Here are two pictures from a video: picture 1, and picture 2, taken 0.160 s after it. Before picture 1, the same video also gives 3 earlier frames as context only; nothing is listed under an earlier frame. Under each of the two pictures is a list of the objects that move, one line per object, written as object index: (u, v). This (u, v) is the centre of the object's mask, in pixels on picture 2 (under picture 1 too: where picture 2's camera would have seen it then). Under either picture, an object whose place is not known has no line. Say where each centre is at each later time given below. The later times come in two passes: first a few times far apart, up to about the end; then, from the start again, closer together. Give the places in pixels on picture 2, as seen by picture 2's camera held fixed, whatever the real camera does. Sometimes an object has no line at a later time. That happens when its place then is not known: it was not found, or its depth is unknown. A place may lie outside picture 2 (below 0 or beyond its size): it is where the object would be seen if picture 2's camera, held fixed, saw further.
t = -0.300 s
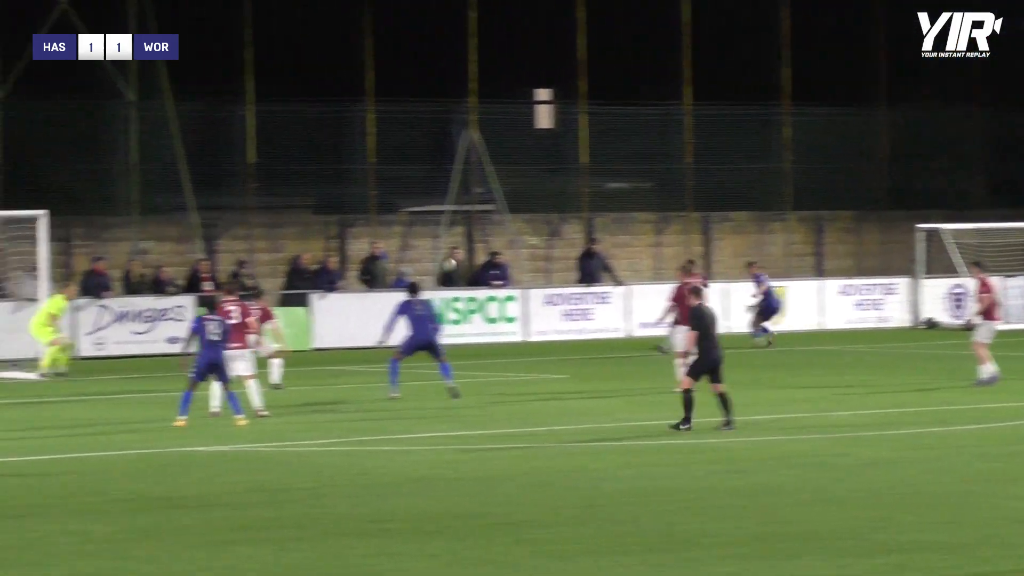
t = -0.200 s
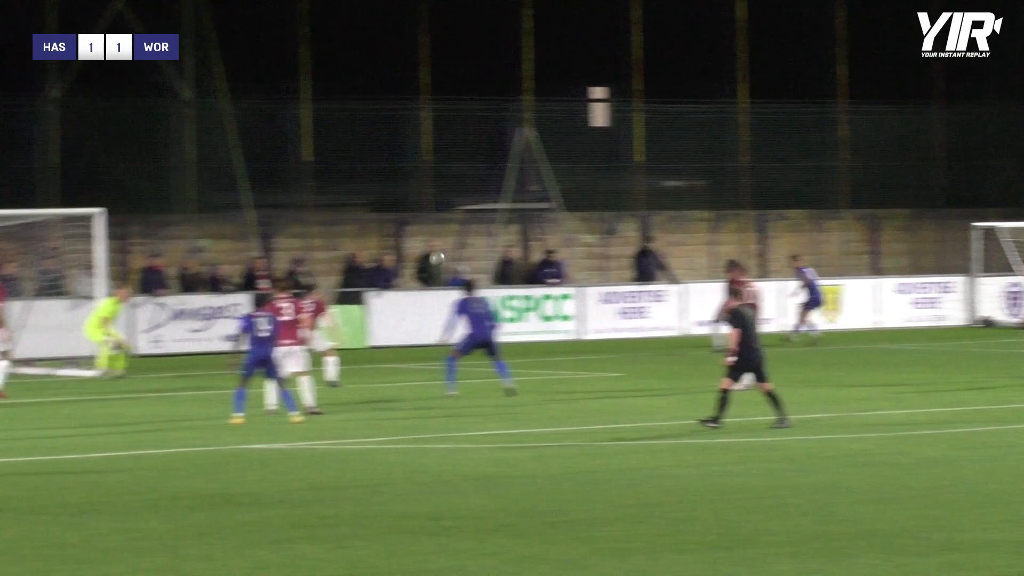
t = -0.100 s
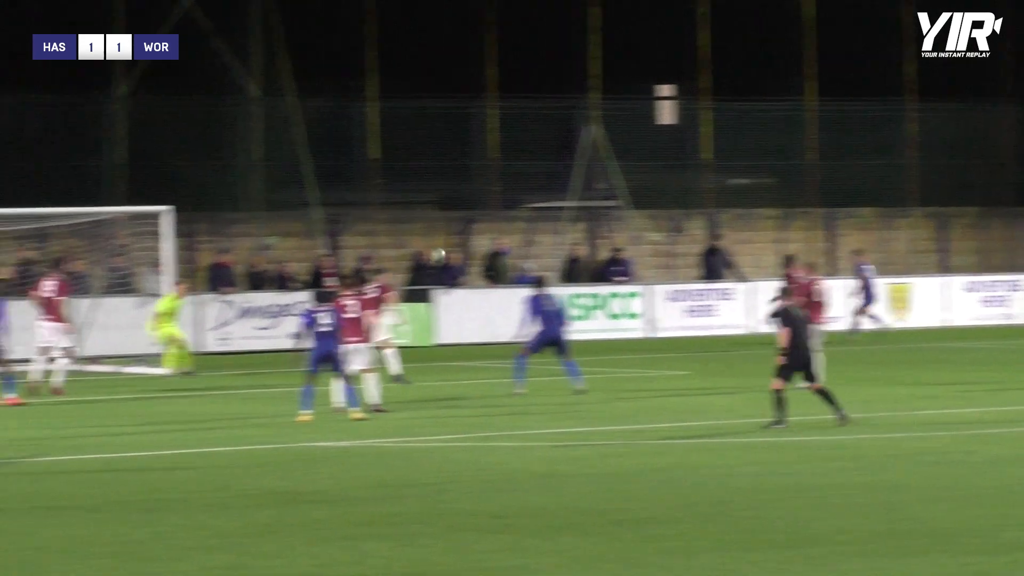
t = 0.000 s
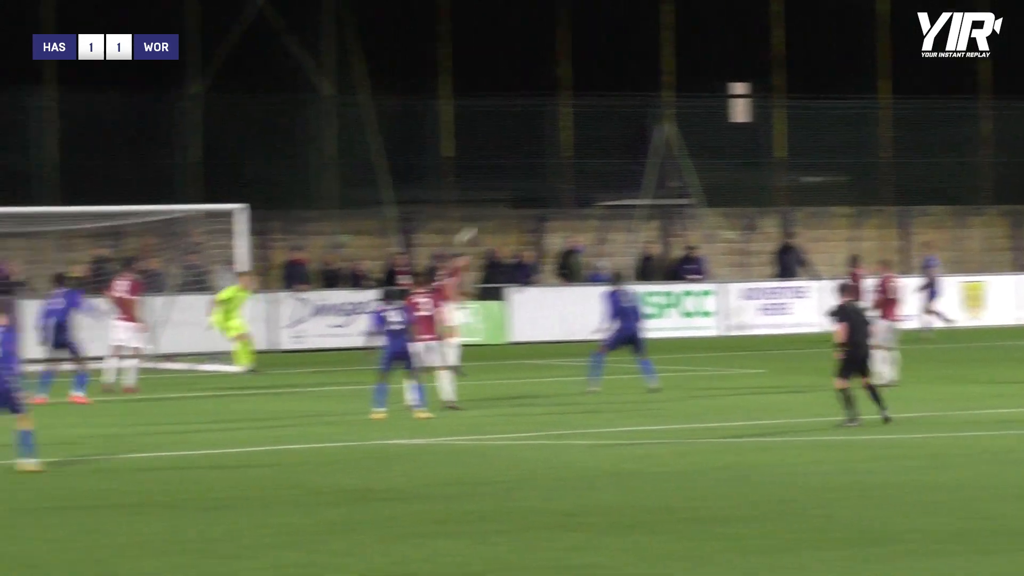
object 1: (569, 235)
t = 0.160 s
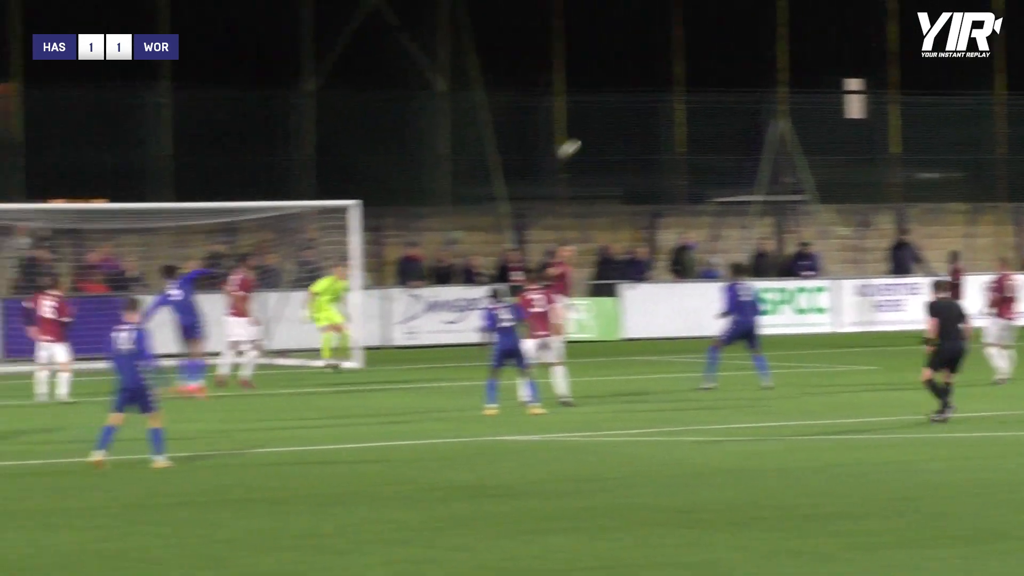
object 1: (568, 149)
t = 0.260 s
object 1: (568, 102)
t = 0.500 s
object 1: (552, 27)
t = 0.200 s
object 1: (569, 129)
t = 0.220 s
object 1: (568, 120)
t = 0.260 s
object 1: (568, 102)
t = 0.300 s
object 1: (567, 86)
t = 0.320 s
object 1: (566, 78)
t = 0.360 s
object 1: (563, 65)
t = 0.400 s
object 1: (560, 52)
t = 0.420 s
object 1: (558, 46)
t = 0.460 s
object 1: (555, 36)
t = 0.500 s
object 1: (552, 27)
